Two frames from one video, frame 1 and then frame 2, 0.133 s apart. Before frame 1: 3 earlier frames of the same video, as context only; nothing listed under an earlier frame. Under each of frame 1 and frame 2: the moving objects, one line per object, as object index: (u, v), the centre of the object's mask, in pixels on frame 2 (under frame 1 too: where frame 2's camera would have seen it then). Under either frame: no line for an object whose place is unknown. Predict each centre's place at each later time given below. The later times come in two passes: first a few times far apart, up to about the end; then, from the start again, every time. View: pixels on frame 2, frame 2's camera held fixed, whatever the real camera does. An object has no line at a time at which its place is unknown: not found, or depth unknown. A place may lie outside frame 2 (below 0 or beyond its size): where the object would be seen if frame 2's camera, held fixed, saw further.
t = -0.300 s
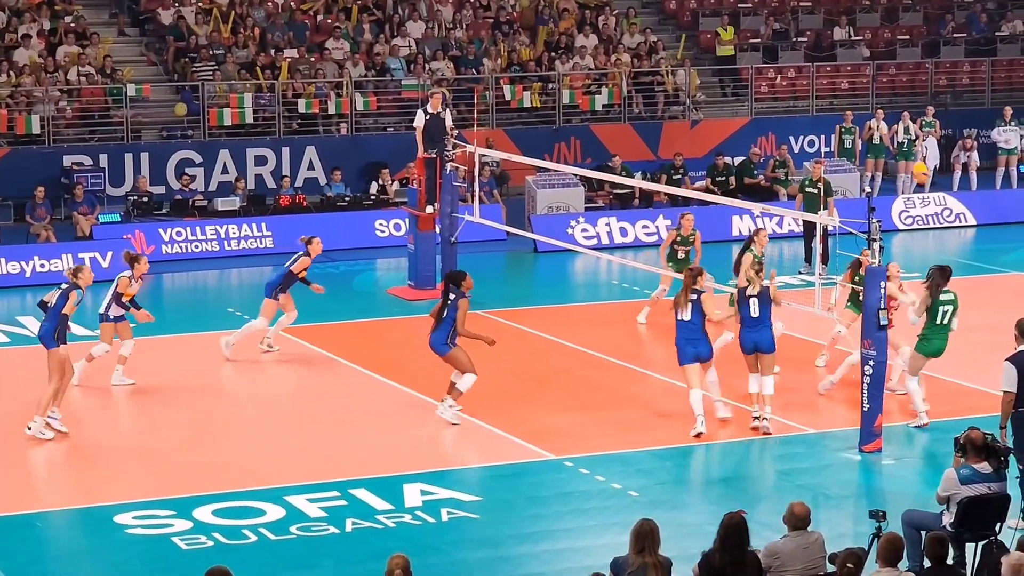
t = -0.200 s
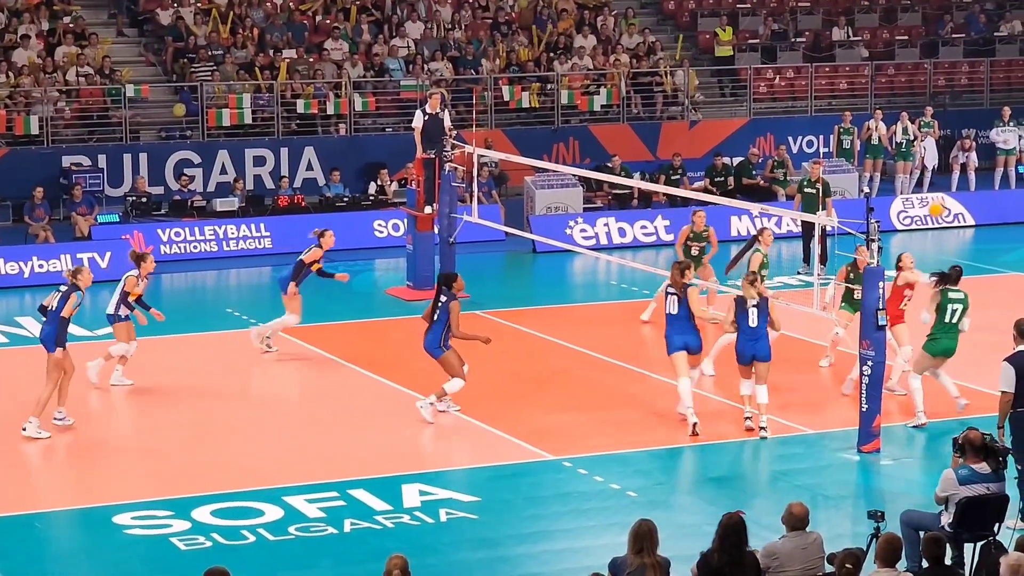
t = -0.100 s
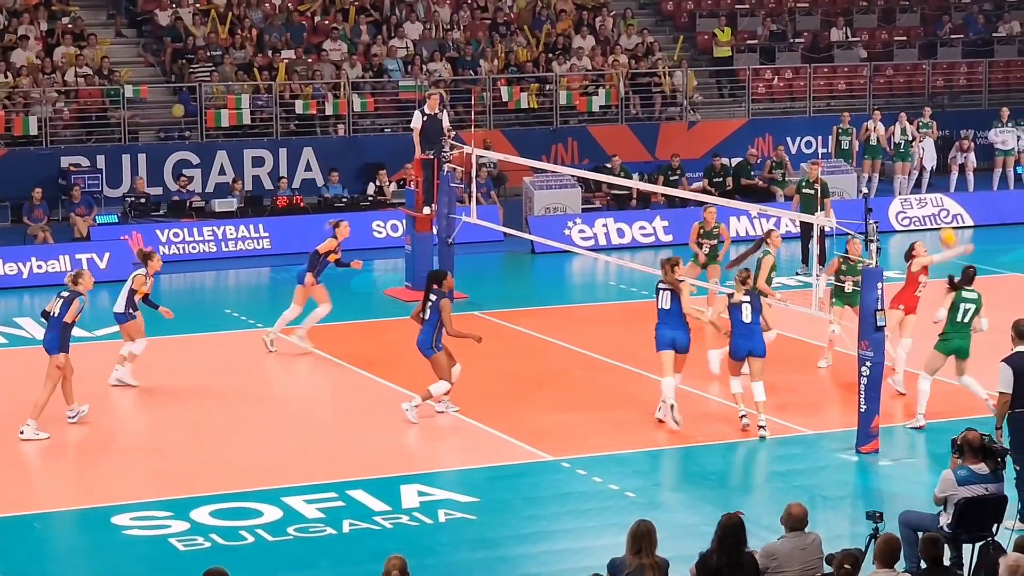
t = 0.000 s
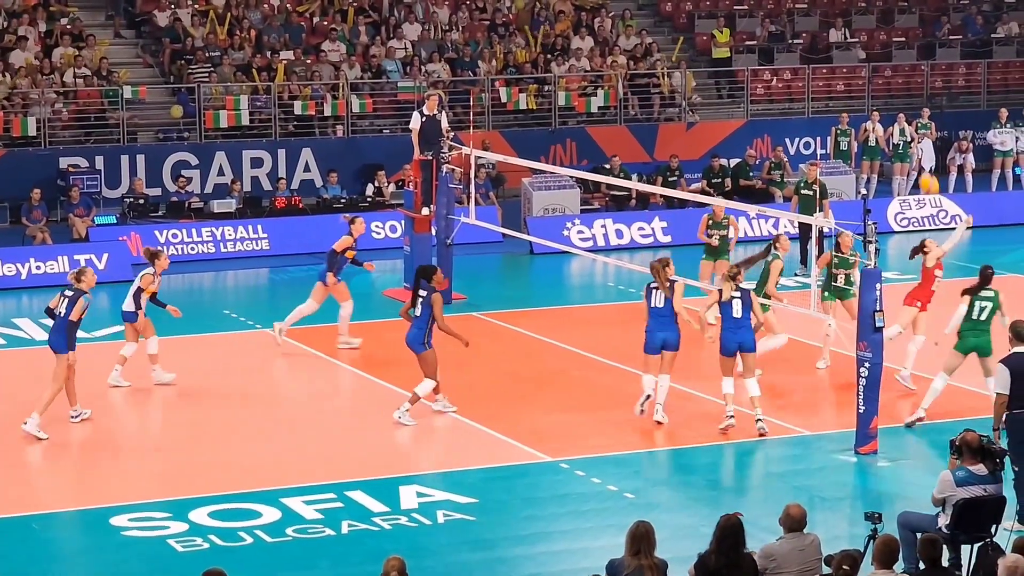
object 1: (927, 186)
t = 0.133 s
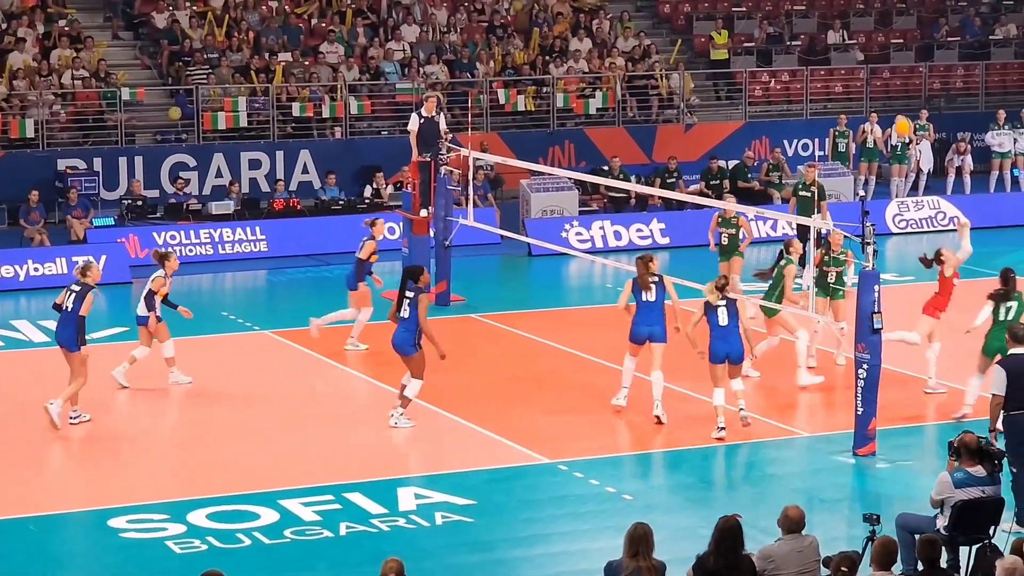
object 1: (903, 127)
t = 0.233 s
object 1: (886, 94)
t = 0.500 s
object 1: (844, 52)
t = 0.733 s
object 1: (805, 61)
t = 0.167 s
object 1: (897, 114)
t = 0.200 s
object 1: (891, 104)
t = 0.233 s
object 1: (886, 94)
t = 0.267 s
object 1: (880, 86)
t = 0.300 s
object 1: (874, 78)
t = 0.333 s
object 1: (869, 71)
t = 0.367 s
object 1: (863, 65)
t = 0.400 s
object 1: (857, 60)
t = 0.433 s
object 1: (853, 56)
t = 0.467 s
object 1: (847, 53)
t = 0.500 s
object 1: (844, 52)
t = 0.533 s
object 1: (835, 50)
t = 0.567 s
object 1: (833, 50)
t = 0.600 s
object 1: (827, 50)
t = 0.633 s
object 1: (821, 52)
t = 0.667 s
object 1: (816, 54)
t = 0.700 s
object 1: (810, 57)
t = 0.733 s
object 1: (805, 61)
